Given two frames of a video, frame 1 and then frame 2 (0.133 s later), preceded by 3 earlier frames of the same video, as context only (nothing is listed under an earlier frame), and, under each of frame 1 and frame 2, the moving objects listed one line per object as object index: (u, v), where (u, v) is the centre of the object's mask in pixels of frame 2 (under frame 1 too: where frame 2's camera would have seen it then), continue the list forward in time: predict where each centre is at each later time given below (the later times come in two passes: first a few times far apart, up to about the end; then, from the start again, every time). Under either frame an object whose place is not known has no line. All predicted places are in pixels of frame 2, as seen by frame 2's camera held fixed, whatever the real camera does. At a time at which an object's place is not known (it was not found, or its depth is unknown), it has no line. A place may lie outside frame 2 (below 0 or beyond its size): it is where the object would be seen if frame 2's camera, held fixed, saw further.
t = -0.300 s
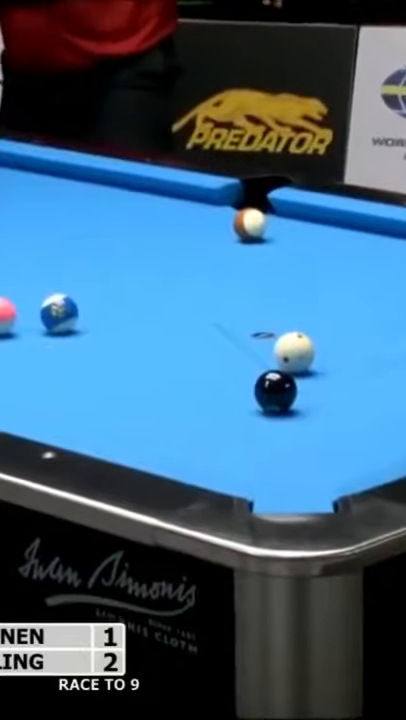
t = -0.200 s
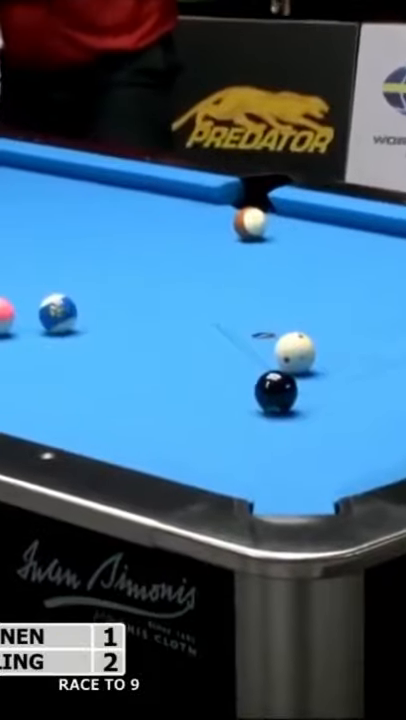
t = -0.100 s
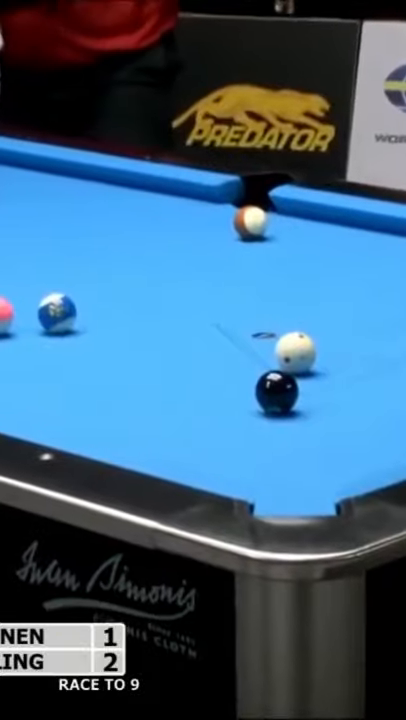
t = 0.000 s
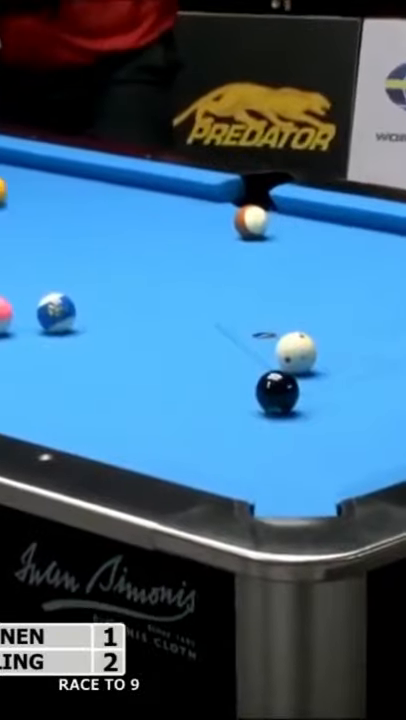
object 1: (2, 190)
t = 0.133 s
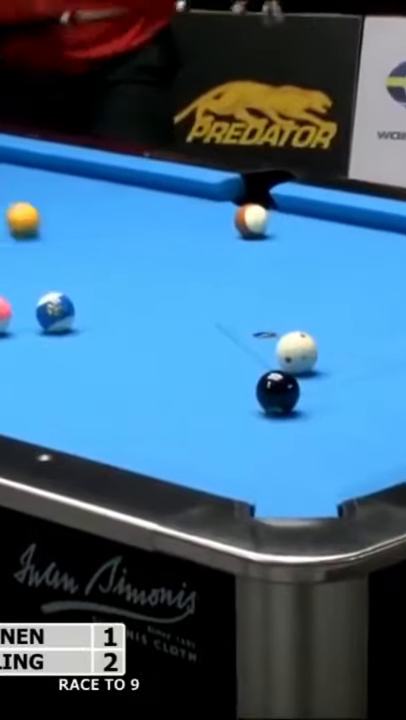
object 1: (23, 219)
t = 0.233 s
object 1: (49, 244)
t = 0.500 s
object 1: (132, 320)
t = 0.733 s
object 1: (214, 399)
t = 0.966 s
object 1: (311, 488)
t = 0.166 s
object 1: (32, 227)
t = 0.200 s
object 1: (40, 235)
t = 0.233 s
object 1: (49, 244)
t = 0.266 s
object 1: (59, 253)
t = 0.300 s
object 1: (68, 262)
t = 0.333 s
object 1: (79, 271)
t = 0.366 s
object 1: (89, 281)
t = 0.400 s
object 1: (99, 291)
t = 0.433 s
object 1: (109, 300)
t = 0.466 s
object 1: (120, 311)
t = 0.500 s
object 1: (132, 320)
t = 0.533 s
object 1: (143, 331)
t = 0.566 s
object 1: (155, 343)
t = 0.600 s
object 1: (167, 354)
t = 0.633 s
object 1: (179, 366)
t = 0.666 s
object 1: (191, 378)
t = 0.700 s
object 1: (202, 387)
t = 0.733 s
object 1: (214, 399)
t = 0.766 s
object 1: (227, 410)
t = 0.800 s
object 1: (241, 422)
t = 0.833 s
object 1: (255, 435)
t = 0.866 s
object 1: (269, 448)
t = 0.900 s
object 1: (284, 462)
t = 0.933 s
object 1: (299, 475)
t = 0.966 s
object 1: (311, 488)
